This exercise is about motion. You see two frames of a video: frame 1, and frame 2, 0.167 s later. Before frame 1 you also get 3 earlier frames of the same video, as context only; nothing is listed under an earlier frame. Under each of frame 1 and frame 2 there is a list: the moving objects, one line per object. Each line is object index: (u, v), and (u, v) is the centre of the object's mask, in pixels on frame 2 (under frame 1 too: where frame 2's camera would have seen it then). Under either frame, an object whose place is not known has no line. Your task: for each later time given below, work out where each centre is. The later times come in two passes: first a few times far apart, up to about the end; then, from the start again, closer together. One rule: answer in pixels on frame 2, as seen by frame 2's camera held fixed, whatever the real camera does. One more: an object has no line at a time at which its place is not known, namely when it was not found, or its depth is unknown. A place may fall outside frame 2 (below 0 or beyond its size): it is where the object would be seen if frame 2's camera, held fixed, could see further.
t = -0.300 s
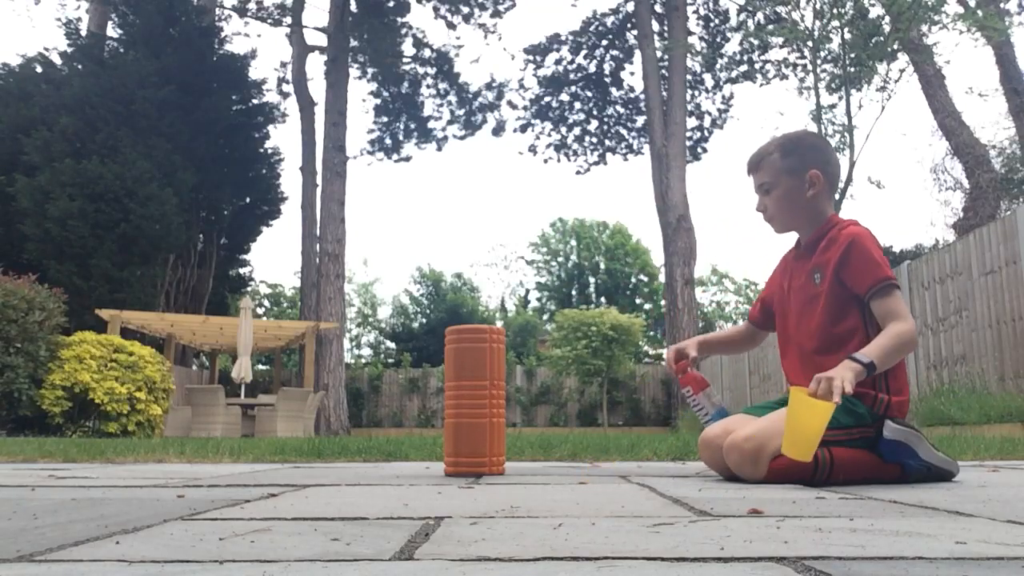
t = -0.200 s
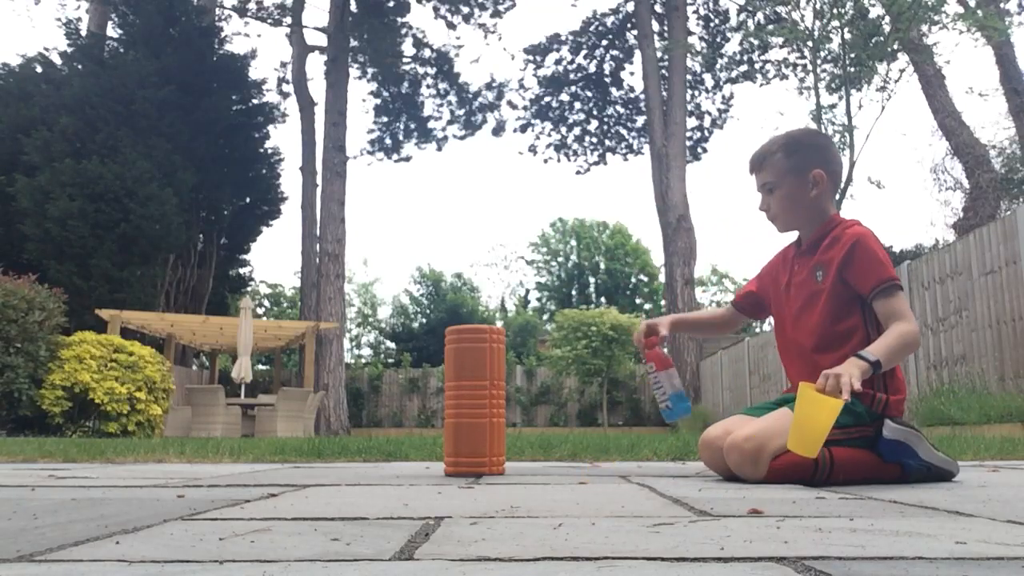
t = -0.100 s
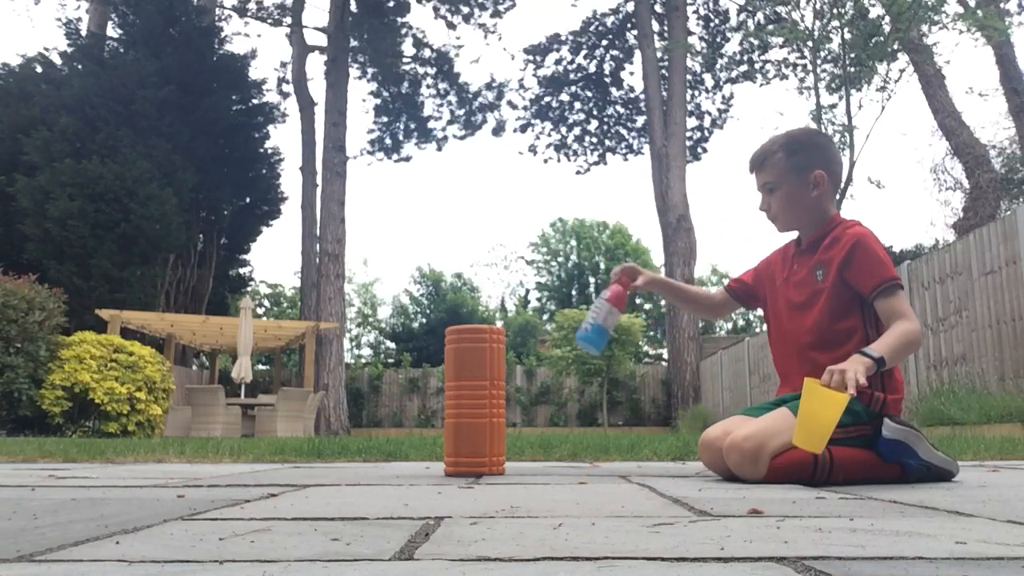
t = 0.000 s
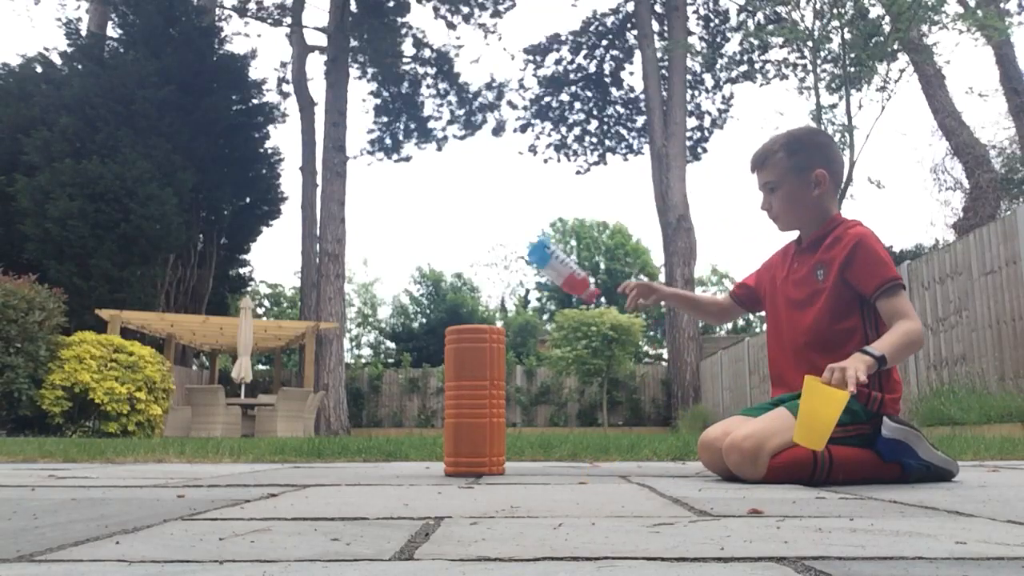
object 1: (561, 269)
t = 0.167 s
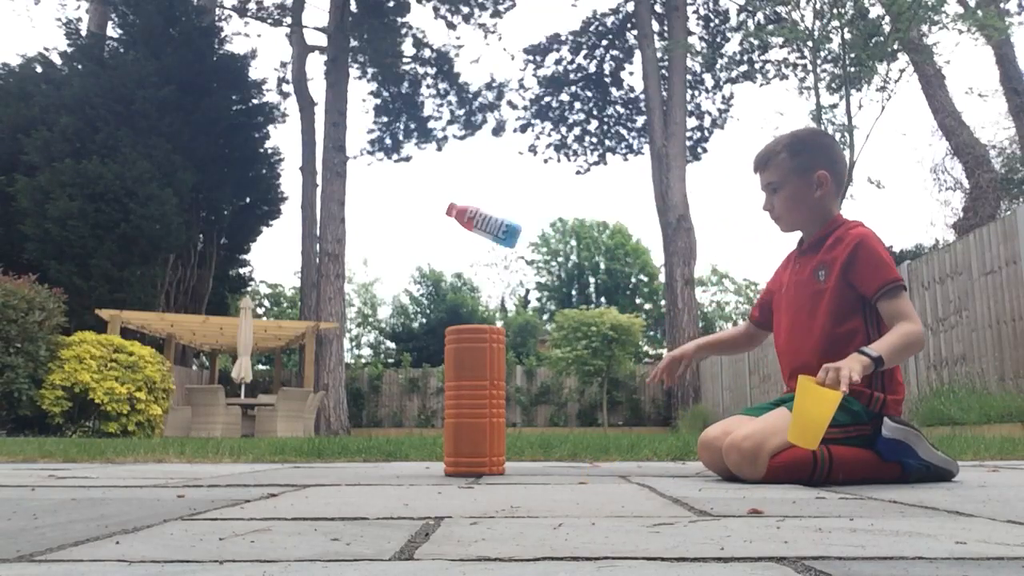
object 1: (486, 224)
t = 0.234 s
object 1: (468, 240)
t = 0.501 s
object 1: (387, 460)
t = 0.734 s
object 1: (388, 458)
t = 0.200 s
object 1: (477, 230)
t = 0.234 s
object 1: (468, 240)
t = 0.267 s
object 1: (458, 255)
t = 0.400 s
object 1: (419, 356)
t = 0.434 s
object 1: (408, 392)
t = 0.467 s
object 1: (396, 432)
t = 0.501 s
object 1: (387, 460)
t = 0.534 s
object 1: (390, 459)
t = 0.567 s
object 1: (389, 459)
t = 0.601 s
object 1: (389, 459)
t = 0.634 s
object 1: (389, 459)
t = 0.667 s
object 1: (388, 459)
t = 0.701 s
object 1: (388, 459)
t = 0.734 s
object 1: (388, 458)
